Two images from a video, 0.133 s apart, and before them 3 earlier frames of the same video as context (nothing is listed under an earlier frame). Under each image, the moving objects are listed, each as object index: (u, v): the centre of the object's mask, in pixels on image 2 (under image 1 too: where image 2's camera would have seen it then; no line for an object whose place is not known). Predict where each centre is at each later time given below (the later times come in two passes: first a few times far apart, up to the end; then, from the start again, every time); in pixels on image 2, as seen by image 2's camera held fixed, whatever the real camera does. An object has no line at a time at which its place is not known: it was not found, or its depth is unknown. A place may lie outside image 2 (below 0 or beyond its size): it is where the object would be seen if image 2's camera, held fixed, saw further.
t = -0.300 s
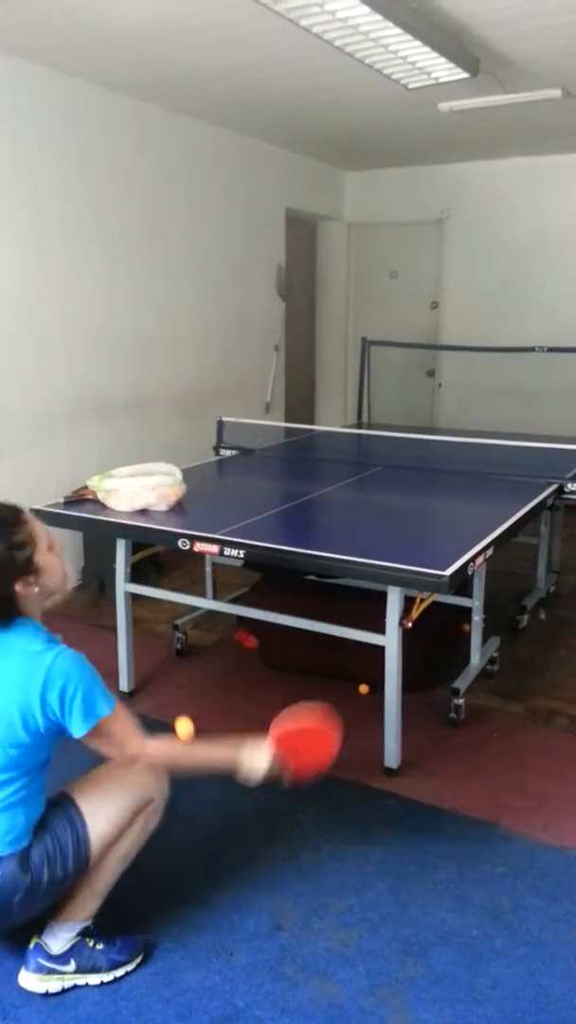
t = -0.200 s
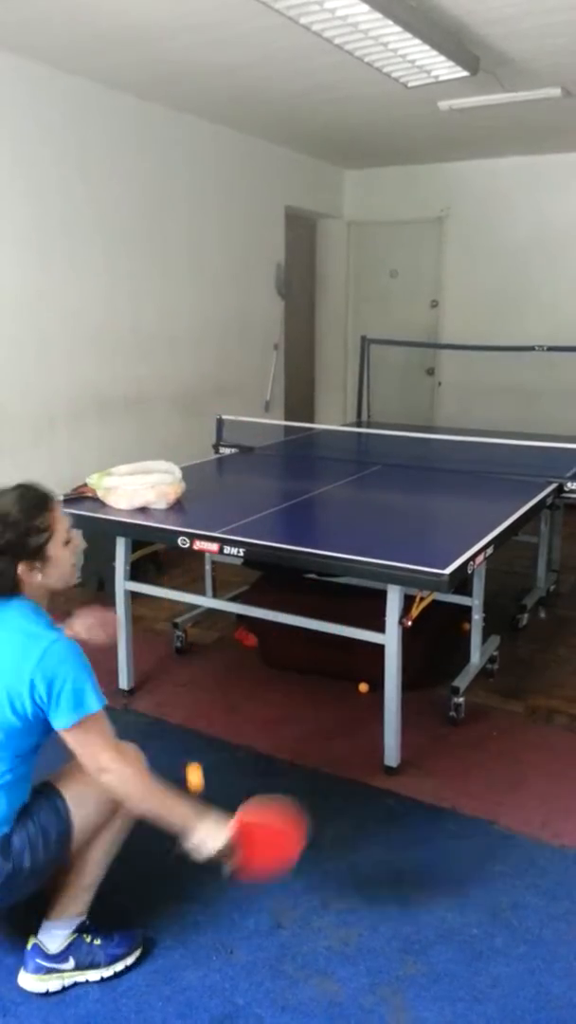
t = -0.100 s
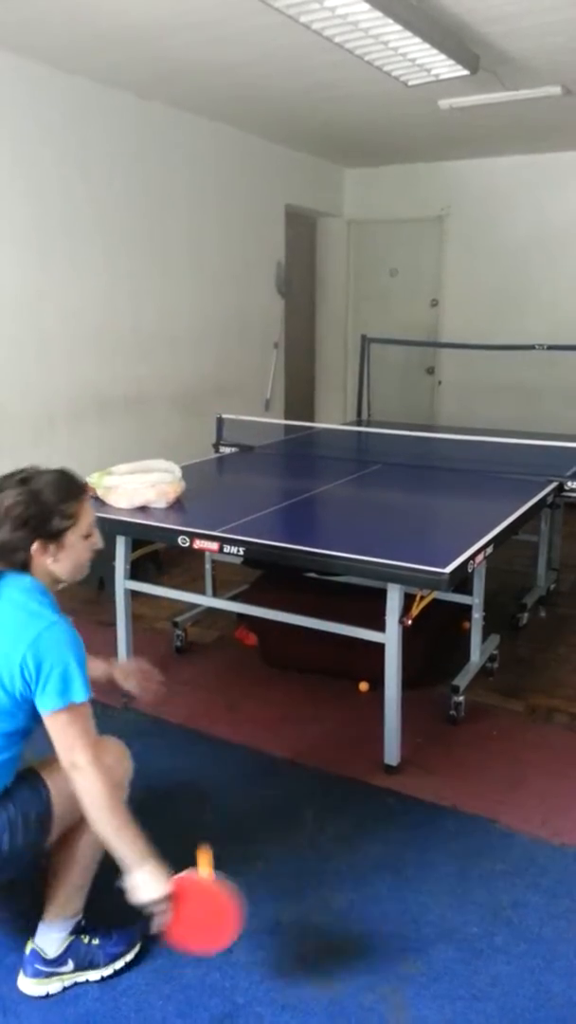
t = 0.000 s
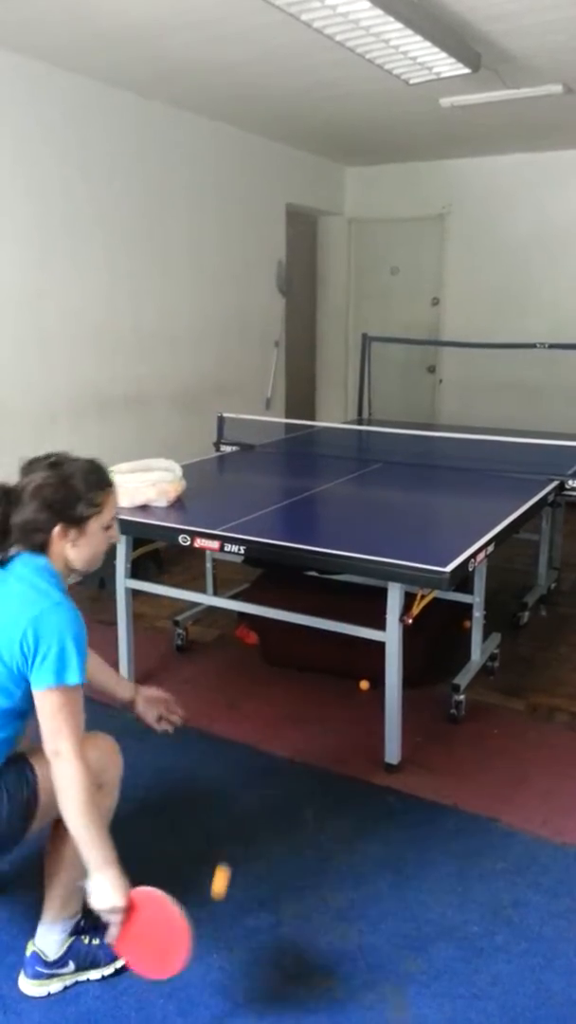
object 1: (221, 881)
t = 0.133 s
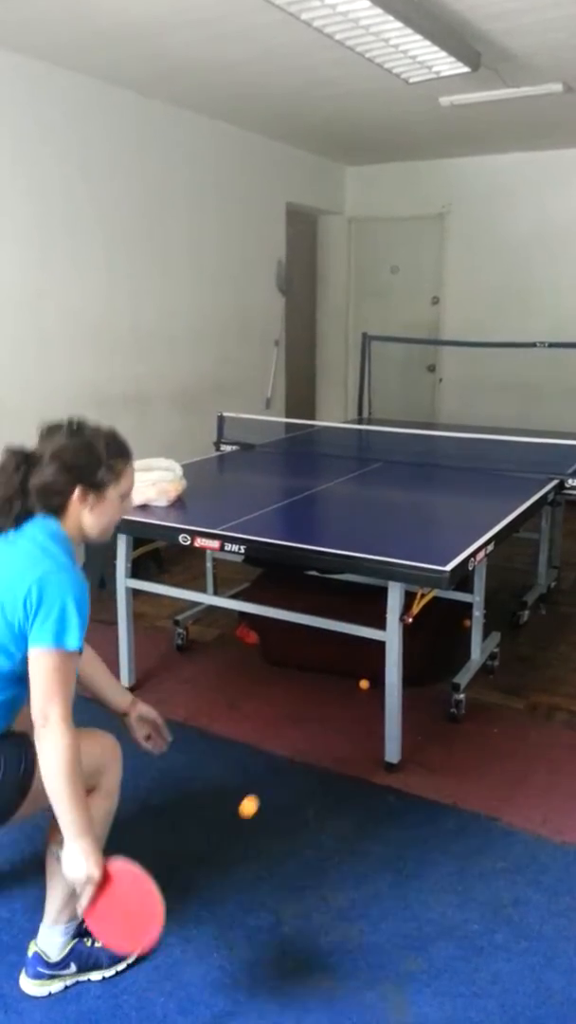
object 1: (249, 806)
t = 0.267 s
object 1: (275, 798)
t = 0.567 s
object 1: (324, 822)
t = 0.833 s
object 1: (360, 838)
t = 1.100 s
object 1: (394, 833)
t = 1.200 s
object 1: (404, 830)
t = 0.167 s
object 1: (256, 798)
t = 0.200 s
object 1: (262, 794)
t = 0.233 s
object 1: (268, 795)
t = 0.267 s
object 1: (275, 798)
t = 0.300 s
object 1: (281, 806)
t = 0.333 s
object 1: (287, 818)
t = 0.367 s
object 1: (293, 833)
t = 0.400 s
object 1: (298, 851)
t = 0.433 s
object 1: (304, 869)
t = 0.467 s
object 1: (309, 856)
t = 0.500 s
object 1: (314, 841)
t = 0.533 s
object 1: (319, 829)
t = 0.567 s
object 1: (324, 822)
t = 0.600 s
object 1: (329, 818)
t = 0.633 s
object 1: (333, 818)
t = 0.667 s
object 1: (338, 822)
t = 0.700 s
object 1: (343, 829)
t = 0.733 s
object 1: (347, 839)
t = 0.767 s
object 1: (352, 853)
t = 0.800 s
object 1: (356, 848)
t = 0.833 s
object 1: (360, 838)
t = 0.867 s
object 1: (365, 833)
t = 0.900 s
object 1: (369, 831)
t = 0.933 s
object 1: (374, 832)
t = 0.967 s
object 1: (378, 837)
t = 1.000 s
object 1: (381, 841)
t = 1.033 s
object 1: (385, 836)
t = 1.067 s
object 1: (390, 833)
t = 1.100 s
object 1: (394, 833)
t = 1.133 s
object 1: (398, 835)
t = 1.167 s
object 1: (401, 832)
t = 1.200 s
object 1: (404, 830)
